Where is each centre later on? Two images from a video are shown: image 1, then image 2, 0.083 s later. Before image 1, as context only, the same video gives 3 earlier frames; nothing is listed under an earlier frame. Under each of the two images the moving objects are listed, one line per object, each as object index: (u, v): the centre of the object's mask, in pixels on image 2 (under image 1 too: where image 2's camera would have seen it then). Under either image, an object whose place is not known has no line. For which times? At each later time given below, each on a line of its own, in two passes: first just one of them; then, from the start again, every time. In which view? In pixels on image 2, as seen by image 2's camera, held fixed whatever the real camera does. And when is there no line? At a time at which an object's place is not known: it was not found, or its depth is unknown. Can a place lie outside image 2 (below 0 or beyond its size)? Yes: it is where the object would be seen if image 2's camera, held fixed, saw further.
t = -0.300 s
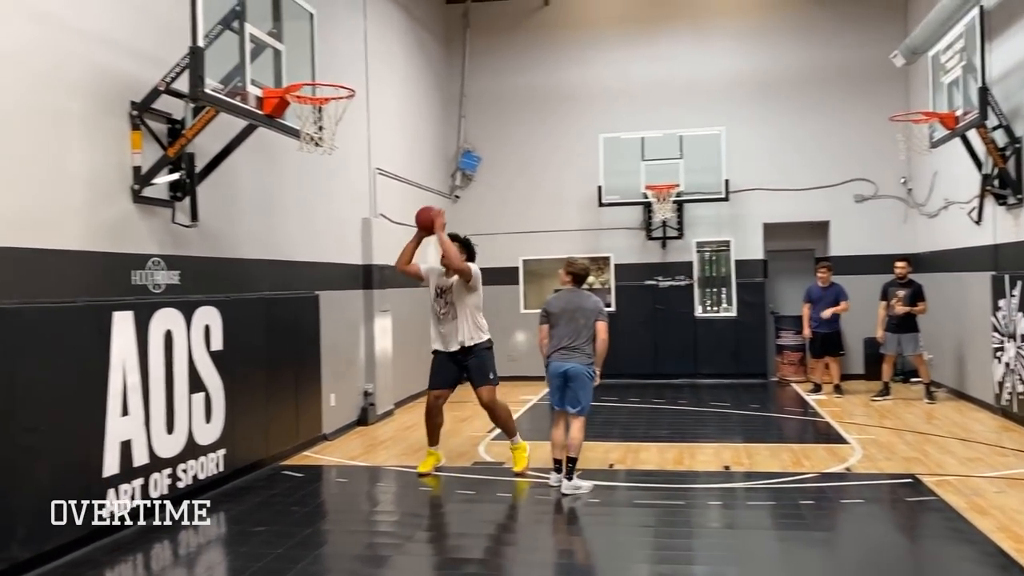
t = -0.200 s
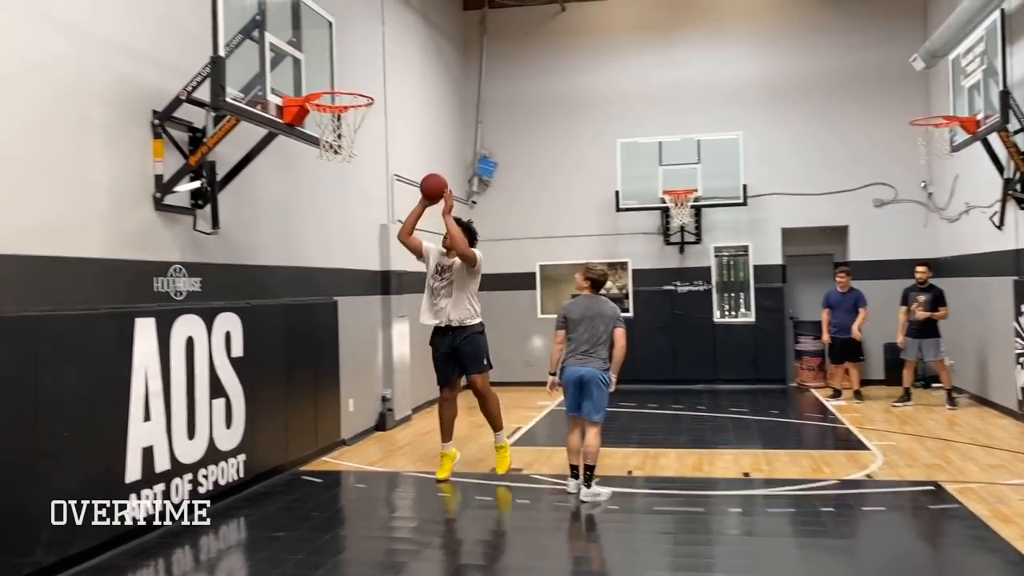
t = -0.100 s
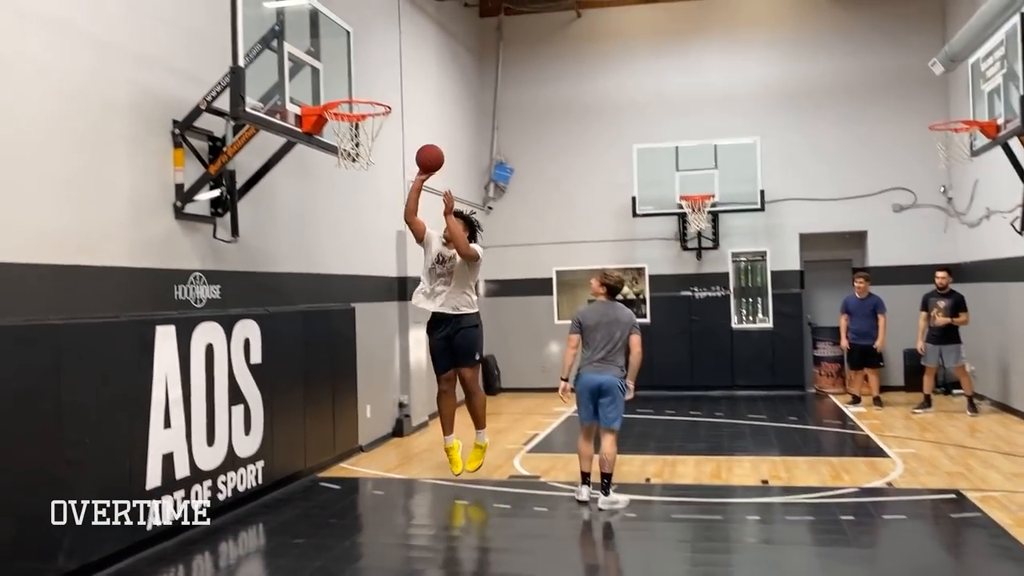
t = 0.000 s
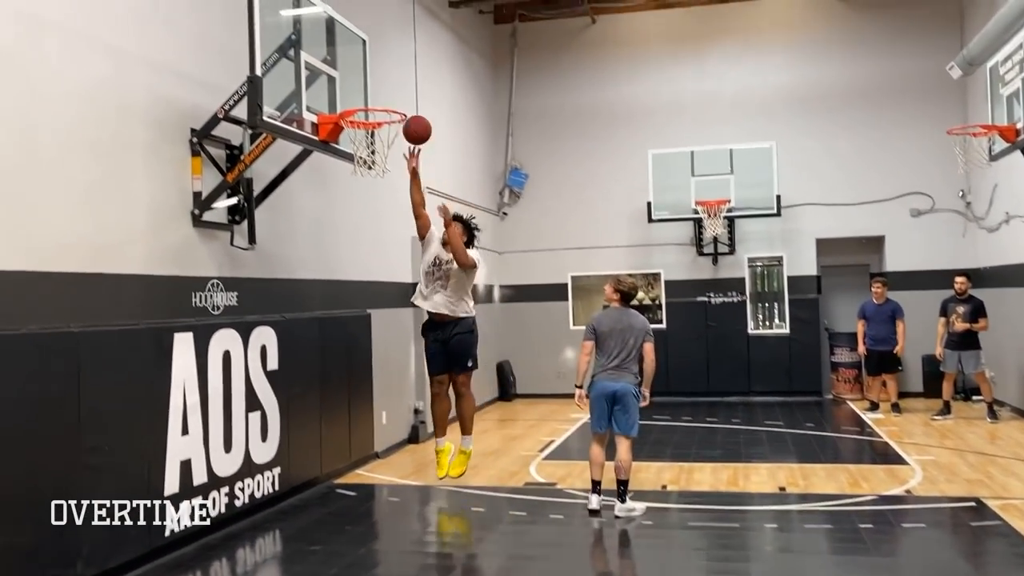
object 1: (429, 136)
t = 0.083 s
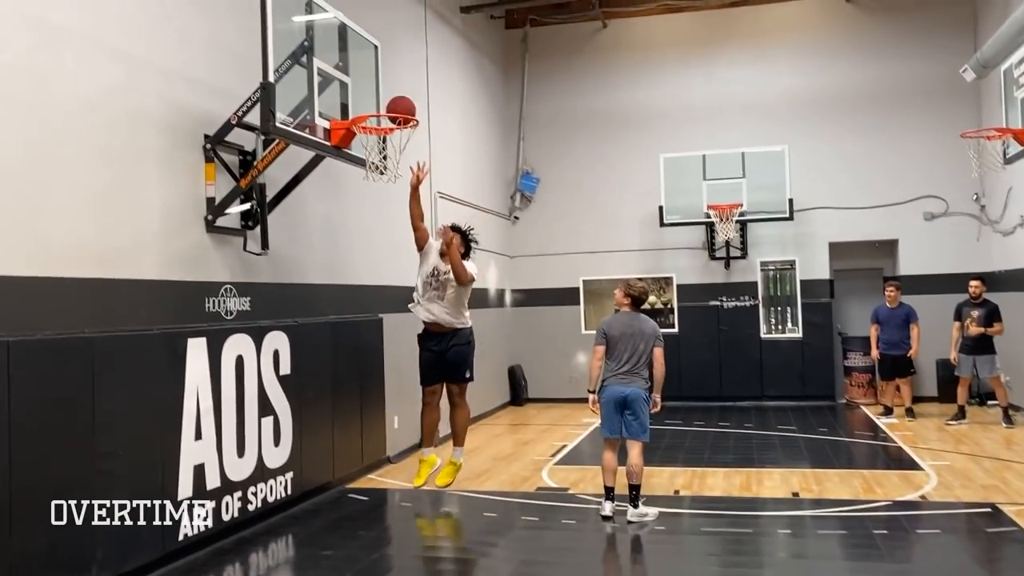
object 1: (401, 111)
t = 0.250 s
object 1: (373, 89)
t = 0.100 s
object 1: (395, 105)
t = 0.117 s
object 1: (389, 102)
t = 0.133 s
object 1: (383, 99)
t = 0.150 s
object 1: (377, 96)
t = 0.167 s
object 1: (371, 94)
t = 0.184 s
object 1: (368, 92)
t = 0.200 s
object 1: (369, 91)
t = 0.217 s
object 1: (371, 90)
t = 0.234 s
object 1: (372, 89)
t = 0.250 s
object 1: (373, 89)
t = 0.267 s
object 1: (375, 89)
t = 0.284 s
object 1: (376, 90)
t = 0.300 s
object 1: (378, 91)
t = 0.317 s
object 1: (379, 92)
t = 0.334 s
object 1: (381, 94)
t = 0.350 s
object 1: (382, 95)
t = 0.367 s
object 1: (384, 98)
